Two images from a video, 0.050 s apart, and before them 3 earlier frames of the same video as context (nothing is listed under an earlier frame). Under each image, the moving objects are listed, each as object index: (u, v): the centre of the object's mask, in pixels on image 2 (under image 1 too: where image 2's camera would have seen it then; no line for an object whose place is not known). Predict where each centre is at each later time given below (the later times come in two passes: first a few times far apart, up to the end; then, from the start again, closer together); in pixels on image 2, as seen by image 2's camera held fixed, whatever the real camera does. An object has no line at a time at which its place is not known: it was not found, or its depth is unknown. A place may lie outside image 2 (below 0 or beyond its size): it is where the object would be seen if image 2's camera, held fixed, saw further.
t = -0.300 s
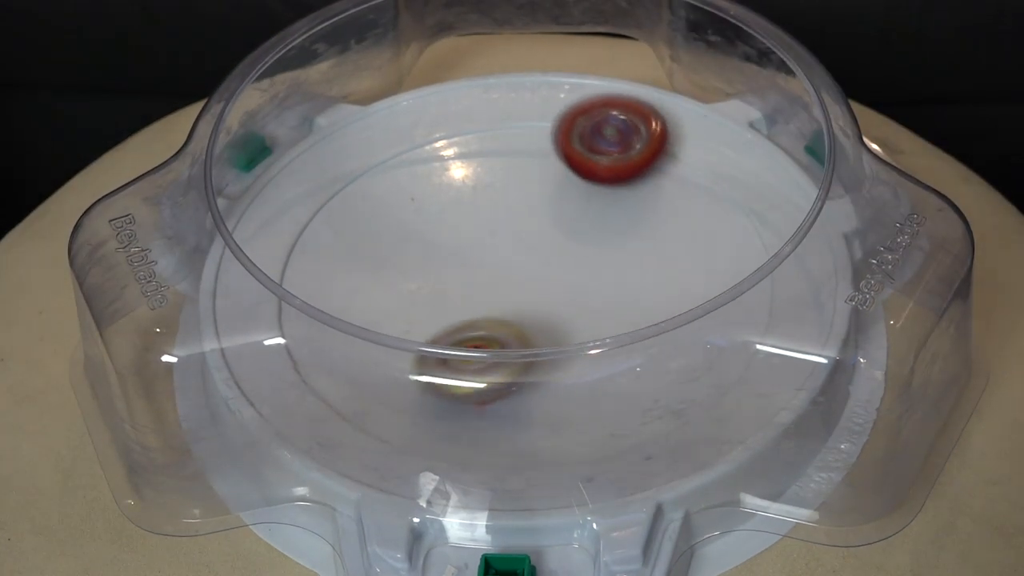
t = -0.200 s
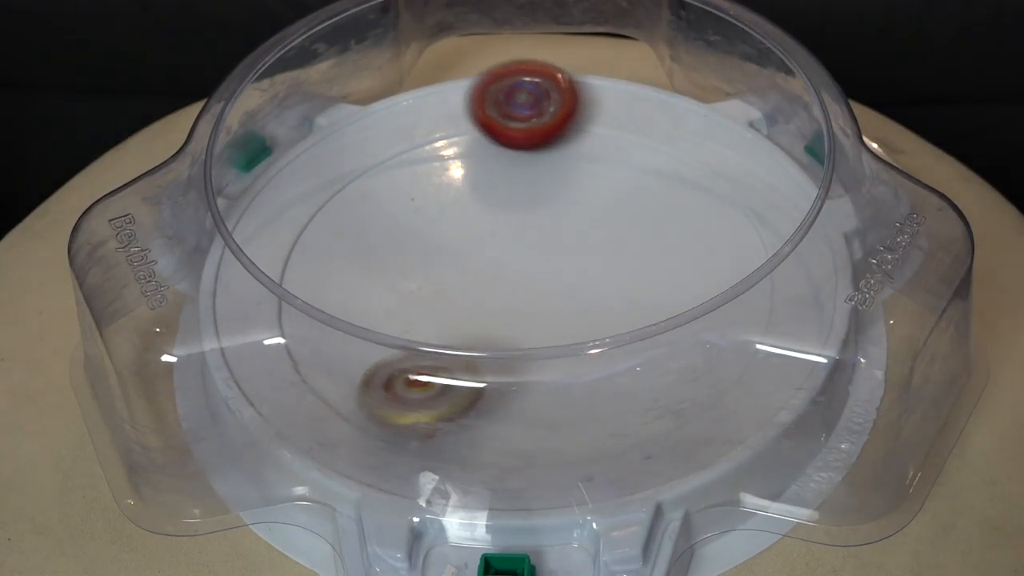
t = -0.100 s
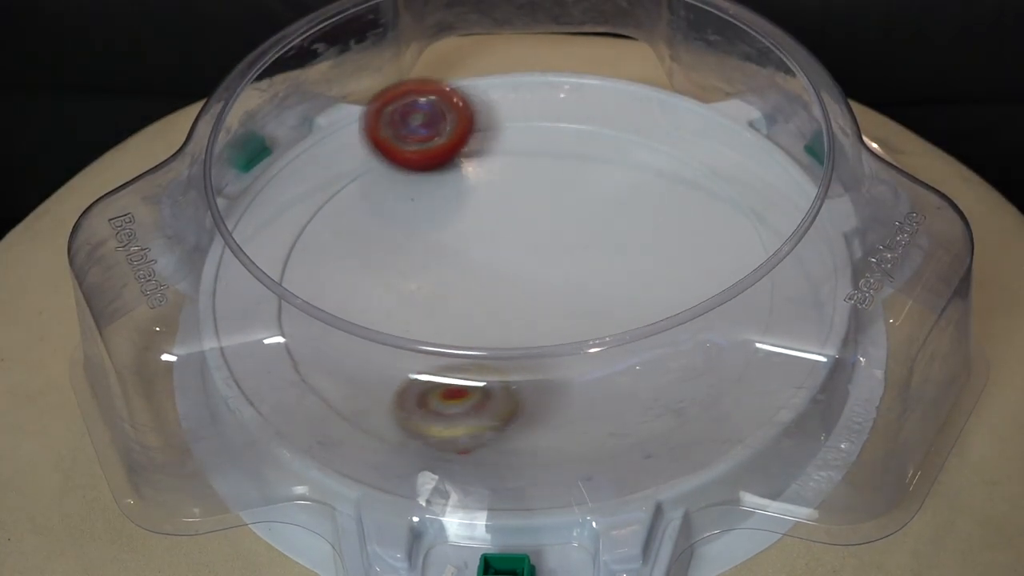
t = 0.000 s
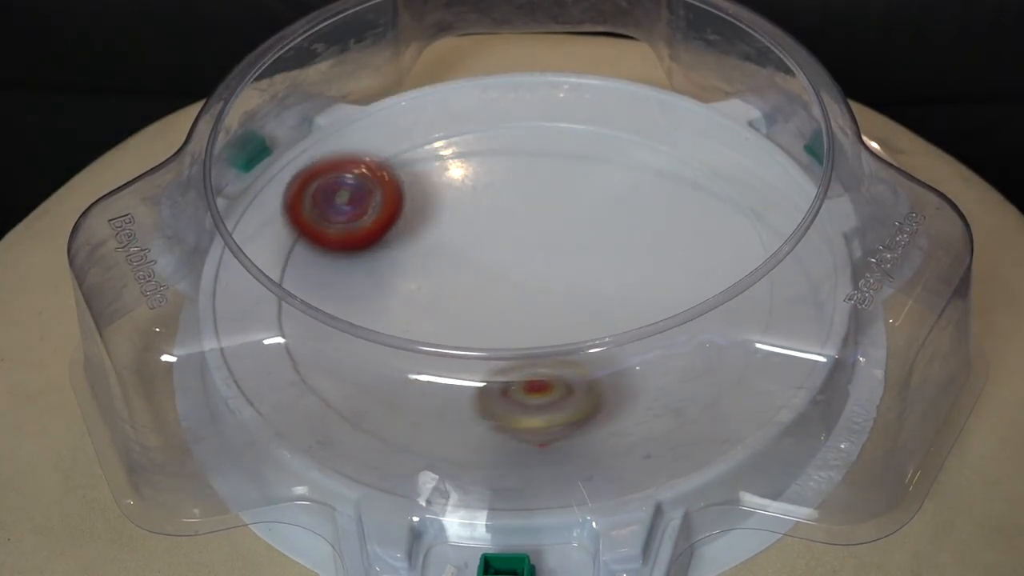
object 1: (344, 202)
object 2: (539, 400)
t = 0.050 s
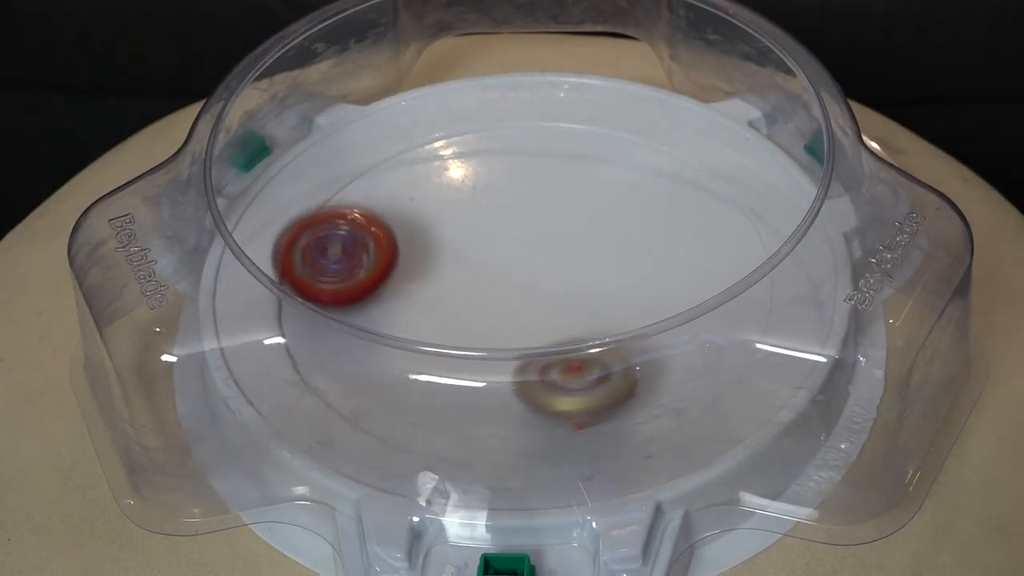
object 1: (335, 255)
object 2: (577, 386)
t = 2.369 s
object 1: (661, 270)
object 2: (591, 400)
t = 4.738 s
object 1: (451, 302)
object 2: (316, 217)
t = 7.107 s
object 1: (520, 251)
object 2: (670, 222)
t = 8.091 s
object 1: (617, 147)
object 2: (564, 354)
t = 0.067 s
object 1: (341, 270)
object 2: (586, 380)
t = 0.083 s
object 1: (345, 292)
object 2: (589, 361)
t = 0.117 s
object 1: (369, 327)
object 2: (591, 337)
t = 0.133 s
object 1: (385, 343)
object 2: (584, 317)
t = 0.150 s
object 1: (405, 358)
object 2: (580, 311)
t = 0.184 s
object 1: (451, 392)
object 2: (565, 292)
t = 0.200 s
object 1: (479, 399)
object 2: (554, 280)
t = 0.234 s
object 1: (540, 398)
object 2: (523, 258)
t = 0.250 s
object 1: (572, 402)
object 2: (508, 248)
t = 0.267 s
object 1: (601, 398)
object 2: (489, 238)
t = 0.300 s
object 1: (662, 383)
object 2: (448, 224)
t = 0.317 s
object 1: (688, 372)
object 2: (428, 218)
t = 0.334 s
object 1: (713, 358)
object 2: (406, 212)
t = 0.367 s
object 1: (749, 321)
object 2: (362, 207)
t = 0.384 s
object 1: (762, 301)
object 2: (340, 205)
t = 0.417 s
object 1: (782, 261)
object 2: (301, 208)
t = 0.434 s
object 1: (788, 240)
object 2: (291, 212)
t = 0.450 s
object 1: (792, 221)
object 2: (285, 219)
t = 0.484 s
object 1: (774, 183)
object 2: (278, 243)
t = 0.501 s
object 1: (768, 168)
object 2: (272, 255)
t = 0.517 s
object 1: (755, 153)
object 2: (267, 266)
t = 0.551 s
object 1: (725, 125)
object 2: (253, 293)
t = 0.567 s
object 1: (707, 113)
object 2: (244, 306)
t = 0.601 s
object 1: (671, 95)
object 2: (236, 332)
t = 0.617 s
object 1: (651, 88)
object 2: (248, 340)
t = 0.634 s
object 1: (631, 83)
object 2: (264, 353)
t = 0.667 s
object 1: (587, 76)
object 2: (293, 380)
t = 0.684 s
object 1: (566, 75)
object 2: (306, 390)
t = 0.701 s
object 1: (543, 74)
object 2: (321, 399)
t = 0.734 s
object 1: (497, 77)
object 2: (362, 401)
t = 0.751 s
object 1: (474, 80)
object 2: (382, 399)
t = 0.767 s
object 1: (452, 84)
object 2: (406, 396)
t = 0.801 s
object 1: (409, 97)
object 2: (458, 392)
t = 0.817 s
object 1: (389, 106)
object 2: (485, 377)
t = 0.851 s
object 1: (352, 126)
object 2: (534, 346)
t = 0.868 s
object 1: (335, 138)
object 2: (547, 322)
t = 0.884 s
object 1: (320, 150)
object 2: (561, 311)
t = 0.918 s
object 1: (295, 178)
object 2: (588, 275)
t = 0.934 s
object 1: (286, 192)
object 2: (594, 257)
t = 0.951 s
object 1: (279, 207)
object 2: (598, 237)
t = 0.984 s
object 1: (271, 237)
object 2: (597, 202)
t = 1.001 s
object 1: (269, 254)
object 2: (593, 182)
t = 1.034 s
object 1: (277, 288)
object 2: (575, 148)
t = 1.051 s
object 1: (287, 307)
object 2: (565, 130)
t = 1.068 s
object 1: (300, 325)
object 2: (552, 116)
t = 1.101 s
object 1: (336, 361)
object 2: (520, 91)
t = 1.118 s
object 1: (356, 375)
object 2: (500, 86)
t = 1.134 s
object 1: (379, 391)
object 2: (481, 85)
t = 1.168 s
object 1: (433, 406)
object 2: (441, 92)
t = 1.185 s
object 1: (459, 411)
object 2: (420, 91)
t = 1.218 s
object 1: (517, 416)
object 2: (381, 97)
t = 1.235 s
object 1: (544, 415)
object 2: (367, 111)
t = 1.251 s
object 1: (575, 412)
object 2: (348, 120)
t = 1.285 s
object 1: (626, 399)
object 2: (316, 139)
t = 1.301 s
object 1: (652, 387)
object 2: (302, 151)
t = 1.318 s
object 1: (672, 379)
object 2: (289, 164)
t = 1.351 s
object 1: (711, 354)
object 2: (272, 199)
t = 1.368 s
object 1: (728, 341)
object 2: (270, 214)
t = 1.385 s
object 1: (734, 320)
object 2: (266, 236)
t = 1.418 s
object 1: (749, 289)
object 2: (275, 272)
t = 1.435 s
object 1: (748, 267)
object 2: (286, 293)
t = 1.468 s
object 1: (738, 232)
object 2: (320, 331)
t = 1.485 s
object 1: (740, 220)
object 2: (344, 348)
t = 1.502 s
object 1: (734, 206)
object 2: (370, 362)
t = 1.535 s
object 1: (714, 180)
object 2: (432, 385)
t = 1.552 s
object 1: (701, 169)
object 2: (474, 391)
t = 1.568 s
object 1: (687, 158)
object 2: (508, 395)
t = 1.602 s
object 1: (655, 141)
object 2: (587, 380)
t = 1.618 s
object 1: (638, 134)
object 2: (614, 380)
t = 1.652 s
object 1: (601, 126)
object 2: (669, 344)
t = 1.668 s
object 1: (582, 124)
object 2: (693, 330)
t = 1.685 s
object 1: (562, 123)
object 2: (712, 312)
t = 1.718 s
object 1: (524, 125)
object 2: (742, 271)
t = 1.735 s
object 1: (505, 129)
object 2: (751, 250)
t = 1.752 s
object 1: (487, 134)
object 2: (756, 229)
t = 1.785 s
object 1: (452, 147)
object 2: (750, 190)
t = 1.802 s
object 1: (436, 156)
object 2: (734, 173)
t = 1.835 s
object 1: (408, 175)
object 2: (703, 145)
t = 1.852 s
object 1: (396, 187)
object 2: (682, 133)
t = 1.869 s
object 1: (385, 198)
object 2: (656, 125)
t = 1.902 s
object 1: (366, 223)
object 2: (602, 107)
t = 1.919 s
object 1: (359, 237)
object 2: (573, 105)
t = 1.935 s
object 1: (356, 249)
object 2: (545, 104)
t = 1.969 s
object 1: (356, 275)
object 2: (485, 108)
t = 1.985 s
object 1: (361, 284)
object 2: (456, 116)
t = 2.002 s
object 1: (370, 292)
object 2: (430, 123)
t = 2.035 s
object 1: (382, 322)
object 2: (378, 143)
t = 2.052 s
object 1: (394, 334)
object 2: (358, 152)
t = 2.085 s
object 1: (422, 354)
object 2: (324, 181)
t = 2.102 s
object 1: (439, 362)
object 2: (312, 198)
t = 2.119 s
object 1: (457, 366)
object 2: (303, 217)
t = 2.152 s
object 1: (494, 373)
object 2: (296, 255)
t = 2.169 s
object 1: (513, 372)
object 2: (299, 275)
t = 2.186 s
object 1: (533, 370)
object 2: (307, 296)
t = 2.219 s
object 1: (567, 361)
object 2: (331, 332)
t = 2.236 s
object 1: (584, 355)
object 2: (350, 350)
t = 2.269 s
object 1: (612, 337)
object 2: (401, 376)
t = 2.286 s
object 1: (623, 326)
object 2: (428, 389)
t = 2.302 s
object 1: (634, 315)
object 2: (460, 401)
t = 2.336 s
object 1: (648, 288)
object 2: (523, 404)
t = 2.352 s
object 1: (656, 280)
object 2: (559, 402)
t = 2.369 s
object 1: (661, 270)
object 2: (591, 400)
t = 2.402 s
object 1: (662, 249)
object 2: (656, 380)
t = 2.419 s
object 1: (660, 239)
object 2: (683, 370)
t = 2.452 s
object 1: (651, 220)
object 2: (727, 338)
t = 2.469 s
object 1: (643, 211)
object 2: (747, 317)
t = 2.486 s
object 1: (633, 202)
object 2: (759, 299)
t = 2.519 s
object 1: (613, 189)
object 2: (762, 256)
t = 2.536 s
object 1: (602, 183)
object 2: (760, 239)
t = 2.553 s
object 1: (590, 180)
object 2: (751, 217)
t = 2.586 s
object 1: (562, 174)
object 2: (736, 185)
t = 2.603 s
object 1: (548, 173)
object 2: (721, 168)
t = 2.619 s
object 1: (534, 172)
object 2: (703, 151)
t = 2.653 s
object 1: (508, 176)
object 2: (655, 127)
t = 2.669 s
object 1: (496, 179)
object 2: (632, 118)
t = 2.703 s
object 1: (475, 188)
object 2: (583, 106)
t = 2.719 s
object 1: (466, 194)
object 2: (558, 104)
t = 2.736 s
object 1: (457, 200)
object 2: (535, 103)
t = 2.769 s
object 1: (445, 215)
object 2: (486, 108)
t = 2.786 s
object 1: (438, 223)
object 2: (461, 114)
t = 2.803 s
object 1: (432, 231)
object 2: (436, 122)
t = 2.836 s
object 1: (425, 247)
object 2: (393, 141)
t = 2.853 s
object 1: (423, 256)
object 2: (378, 153)
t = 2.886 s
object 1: (421, 270)
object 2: (350, 183)
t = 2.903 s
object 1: (422, 278)
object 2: (340, 201)
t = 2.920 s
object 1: (424, 285)
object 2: (334, 218)
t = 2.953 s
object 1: (443, 300)
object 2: (316, 244)
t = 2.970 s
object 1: (459, 308)
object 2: (305, 250)
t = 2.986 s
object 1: (475, 313)
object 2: (289, 263)
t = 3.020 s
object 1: (506, 332)
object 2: (281, 289)
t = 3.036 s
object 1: (521, 335)
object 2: (293, 302)
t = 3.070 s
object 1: (551, 340)
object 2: (319, 335)
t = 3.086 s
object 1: (565, 339)
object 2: (334, 350)
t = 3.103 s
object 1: (580, 339)
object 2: (349, 366)
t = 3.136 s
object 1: (604, 335)
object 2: (391, 392)
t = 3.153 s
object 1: (615, 330)
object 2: (416, 399)
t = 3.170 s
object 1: (625, 325)
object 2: (443, 407)
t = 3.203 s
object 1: (640, 313)
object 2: (499, 412)
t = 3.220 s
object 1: (646, 307)
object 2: (525, 412)
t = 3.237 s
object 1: (650, 299)
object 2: (556, 406)
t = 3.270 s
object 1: (652, 283)
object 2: (606, 395)
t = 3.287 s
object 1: (653, 278)
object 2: (633, 383)
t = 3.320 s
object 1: (650, 264)
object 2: (675, 356)
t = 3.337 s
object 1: (646, 255)
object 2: (690, 340)
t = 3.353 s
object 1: (641, 248)
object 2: (703, 322)
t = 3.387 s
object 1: (629, 232)
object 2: (717, 286)
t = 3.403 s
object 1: (622, 225)
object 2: (711, 264)
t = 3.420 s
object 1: (614, 218)
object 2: (717, 249)
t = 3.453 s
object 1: (594, 207)
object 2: (712, 219)
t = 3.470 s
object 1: (582, 203)
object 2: (704, 203)
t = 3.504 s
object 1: (557, 198)
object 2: (681, 174)
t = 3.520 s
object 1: (544, 196)
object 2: (667, 161)
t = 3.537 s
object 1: (531, 195)
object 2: (650, 149)
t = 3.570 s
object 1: (506, 196)
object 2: (612, 130)
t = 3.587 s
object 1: (494, 199)
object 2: (592, 122)
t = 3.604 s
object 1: (483, 202)
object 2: (571, 117)
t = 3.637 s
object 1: (462, 211)
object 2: (527, 111)
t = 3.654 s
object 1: (453, 216)
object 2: (504, 110)
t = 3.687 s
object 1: (437, 228)
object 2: (458, 114)
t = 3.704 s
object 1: (431, 234)
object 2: (436, 117)
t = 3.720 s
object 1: (426, 242)
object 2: (415, 123)
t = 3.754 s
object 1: (420, 259)
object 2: (375, 138)
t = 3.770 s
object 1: (419, 268)
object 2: (357, 146)
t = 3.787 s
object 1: (419, 276)
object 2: (341, 159)
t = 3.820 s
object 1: (425, 292)
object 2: (313, 190)
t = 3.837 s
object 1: (431, 298)
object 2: (304, 207)
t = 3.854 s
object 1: (438, 303)
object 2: (295, 225)
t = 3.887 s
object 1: (456, 311)
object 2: (288, 261)
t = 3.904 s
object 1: (465, 315)
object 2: (289, 282)
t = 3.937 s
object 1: (486, 331)
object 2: (303, 319)
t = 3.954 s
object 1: (498, 333)
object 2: (314, 335)
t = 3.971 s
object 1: (509, 334)
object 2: (328, 350)
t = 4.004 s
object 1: (535, 332)
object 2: (362, 382)
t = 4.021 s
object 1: (548, 329)
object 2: (389, 392)
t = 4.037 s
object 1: (561, 325)
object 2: (415, 399)
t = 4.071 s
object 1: (580, 309)
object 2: (475, 406)
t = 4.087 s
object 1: (589, 305)
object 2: (505, 408)
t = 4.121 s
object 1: (604, 296)
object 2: (560, 403)
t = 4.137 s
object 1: (610, 290)
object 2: (590, 395)
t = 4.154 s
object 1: (616, 283)
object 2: (612, 388)
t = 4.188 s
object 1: (622, 267)
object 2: (663, 360)
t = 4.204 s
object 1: (622, 260)
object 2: (681, 344)
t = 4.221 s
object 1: (620, 252)
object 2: (697, 327)
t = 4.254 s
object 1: (613, 237)
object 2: (719, 290)
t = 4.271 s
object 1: (608, 230)
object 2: (724, 270)
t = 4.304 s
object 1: (594, 217)
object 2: (728, 234)
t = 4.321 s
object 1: (586, 212)
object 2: (728, 219)
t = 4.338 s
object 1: (577, 208)
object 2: (722, 203)
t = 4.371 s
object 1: (556, 202)
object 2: (702, 172)
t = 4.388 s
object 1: (545, 199)
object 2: (691, 159)
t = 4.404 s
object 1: (533, 198)
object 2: (677, 146)
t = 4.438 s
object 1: (512, 198)
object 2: (644, 125)
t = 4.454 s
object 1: (502, 200)
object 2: (625, 117)
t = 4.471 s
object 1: (492, 203)
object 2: (606, 110)
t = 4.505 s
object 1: (472, 210)
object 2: (563, 100)
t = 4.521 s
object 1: (463, 215)
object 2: (542, 98)
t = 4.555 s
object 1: (447, 225)
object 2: (497, 104)
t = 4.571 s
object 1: (441, 232)
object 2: (474, 108)
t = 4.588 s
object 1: (436, 239)
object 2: (450, 112)
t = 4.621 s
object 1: (428, 255)
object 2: (408, 125)
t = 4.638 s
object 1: (426, 263)
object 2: (388, 135)
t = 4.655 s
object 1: (426, 271)
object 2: (371, 144)
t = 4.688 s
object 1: (431, 285)
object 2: (342, 169)
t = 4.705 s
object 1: (436, 292)
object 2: (331, 183)
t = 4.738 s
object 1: (451, 302)
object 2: (316, 217)
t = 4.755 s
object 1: (458, 305)
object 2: (312, 235)
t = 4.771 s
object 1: (467, 308)
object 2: (313, 252)
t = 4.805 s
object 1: (485, 312)
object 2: (330, 279)
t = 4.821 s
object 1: (496, 313)
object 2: (332, 303)
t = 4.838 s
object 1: (508, 314)
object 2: (343, 320)
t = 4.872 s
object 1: (530, 313)
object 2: (374, 350)
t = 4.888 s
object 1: (541, 312)
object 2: (391, 363)
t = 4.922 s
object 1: (561, 308)
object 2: (445, 382)
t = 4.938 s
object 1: (571, 305)
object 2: (471, 393)
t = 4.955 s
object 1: (580, 301)
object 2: (497, 394)
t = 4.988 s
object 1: (595, 292)
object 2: (551, 392)
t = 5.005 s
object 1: (601, 287)
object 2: (575, 383)
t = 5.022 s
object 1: (604, 281)
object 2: (597, 377)
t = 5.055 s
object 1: (608, 266)
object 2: (650, 356)
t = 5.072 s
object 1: (608, 259)
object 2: (667, 346)
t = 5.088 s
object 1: (607, 251)
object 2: (680, 332)
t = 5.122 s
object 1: (602, 237)
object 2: (708, 299)
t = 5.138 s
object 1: (597, 230)
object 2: (716, 286)
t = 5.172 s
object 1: (585, 219)
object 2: (723, 248)
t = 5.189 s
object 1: (577, 214)
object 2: (727, 236)
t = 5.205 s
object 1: (569, 210)
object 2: (728, 223)
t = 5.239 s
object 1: (552, 204)
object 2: (715, 195)
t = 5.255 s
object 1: (542, 203)
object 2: (707, 181)
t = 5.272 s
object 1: (533, 202)
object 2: (695, 168)
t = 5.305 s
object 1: (515, 204)
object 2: (667, 147)
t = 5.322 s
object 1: (507, 206)
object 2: (652, 139)
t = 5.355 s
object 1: (493, 213)
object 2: (618, 126)
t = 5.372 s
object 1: (485, 217)
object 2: (598, 122)
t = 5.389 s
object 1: (478, 222)
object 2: (577, 120)
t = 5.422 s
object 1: (465, 233)
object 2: (537, 120)
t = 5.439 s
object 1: (460, 239)
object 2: (517, 123)
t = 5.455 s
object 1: (457, 244)
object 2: (497, 127)
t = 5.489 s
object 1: (454, 256)
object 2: (456, 139)
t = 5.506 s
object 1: (453, 263)
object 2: (436, 148)
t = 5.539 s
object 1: (455, 274)
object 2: (403, 170)
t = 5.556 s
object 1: (458, 278)
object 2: (390, 181)
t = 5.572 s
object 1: (462, 283)
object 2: (378, 194)
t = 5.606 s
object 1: (474, 292)
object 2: (360, 222)
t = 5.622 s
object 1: (481, 296)
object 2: (355, 237)
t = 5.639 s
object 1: (488, 299)
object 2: (352, 251)
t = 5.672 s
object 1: (502, 302)
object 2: (357, 280)
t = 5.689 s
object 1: (509, 302)
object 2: (361, 294)
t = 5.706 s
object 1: (518, 303)
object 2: (367, 308)
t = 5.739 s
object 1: (535, 302)
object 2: (389, 334)
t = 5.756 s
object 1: (543, 302)
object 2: (405, 346)
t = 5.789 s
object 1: (557, 298)
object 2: (438, 365)
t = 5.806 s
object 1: (564, 295)
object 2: (459, 372)
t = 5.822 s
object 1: (571, 292)
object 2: (478, 387)
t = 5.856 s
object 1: (582, 283)
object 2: (526, 391)
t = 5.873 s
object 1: (585, 278)
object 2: (552, 388)
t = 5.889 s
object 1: (587, 273)
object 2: (571, 377)
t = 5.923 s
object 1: (591, 262)
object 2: (613, 375)
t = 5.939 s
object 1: (591, 256)
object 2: (636, 356)
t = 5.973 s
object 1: (588, 245)
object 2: (662, 336)
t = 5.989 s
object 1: (585, 240)
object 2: (675, 321)
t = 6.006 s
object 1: (581, 236)
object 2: (685, 309)
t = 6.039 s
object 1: (570, 229)
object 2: (689, 276)
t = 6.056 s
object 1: (564, 227)
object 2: (695, 267)
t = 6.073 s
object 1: (558, 226)
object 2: (698, 257)
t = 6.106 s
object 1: (547, 226)
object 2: (694, 236)
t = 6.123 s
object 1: (541, 227)
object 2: (687, 225)
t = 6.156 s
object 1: (530, 230)
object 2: (668, 207)
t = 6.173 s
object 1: (525, 231)
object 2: (656, 199)
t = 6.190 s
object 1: (521, 233)
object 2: (645, 191)
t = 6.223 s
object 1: (514, 237)
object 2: (617, 179)
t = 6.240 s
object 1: (512, 239)
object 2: (605, 175)
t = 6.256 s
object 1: (510, 242)
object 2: (588, 171)
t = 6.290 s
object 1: (507, 247)
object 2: (560, 168)
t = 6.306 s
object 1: (505, 251)
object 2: (546, 167)
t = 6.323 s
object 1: (504, 254)
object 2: (532, 167)
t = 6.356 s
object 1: (504, 259)
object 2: (504, 170)
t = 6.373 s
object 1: (504, 262)
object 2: (485, 173)
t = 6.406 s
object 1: (506, 267)
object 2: (459, 183)
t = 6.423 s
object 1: (508, 268)
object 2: (448, 188)
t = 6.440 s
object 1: (509, 269)
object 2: (435, 195)
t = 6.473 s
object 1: (514, 270)
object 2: (415, 211)
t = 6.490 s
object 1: (516, 270)
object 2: (407, 219)
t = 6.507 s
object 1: (518, 270)
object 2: (399, 228)
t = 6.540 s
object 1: (521, 270)
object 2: (388, 249)
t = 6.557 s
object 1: (523, 269)
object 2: (386, 260)
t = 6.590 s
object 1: (527, 267)
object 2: (387, 281)
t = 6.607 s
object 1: (528, 266)
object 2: (391, 291)
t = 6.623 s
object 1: (529, 266)
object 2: (398, 299)
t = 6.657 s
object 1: (532, 264)
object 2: (416, 311)
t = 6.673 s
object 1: (533, 263)
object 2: (425, 324)
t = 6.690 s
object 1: (535, 262)
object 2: (435, 333)
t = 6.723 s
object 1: (538, 260)
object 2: (465, 346)
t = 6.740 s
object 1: (539, 259)
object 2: (481, 350)
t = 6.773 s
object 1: (541, 258)
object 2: (514, 348)
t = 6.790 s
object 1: (542, 257)
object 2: (529, 348)
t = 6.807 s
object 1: (544, 257)
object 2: (547, 347)
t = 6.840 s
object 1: (545, 256)
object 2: (574, 343)
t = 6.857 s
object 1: (545, 256)
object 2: (589, 336)
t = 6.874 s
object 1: (546, 256)
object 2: (597, 327)
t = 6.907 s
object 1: (544, 255)
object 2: (624, 321)
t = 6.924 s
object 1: (542, 253)
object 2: (634, 311)
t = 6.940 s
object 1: (539, 252)
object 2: (640, 299)
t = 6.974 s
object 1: (535, 250)
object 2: (658, 288)
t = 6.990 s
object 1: (533, 250)
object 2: (664, 282)
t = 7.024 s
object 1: (528, 249)
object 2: (676, 267)
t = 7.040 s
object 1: (526, 249)
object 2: (680, 259)
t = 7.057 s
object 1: (525, 250)
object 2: (679, 249)
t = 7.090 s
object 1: (522, 250)
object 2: (675, 232)
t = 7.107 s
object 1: (520, 251)
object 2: (670, 222)
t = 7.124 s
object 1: (519, 252)
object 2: (665, 213)
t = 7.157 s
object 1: (517, 253)
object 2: (647, 200)
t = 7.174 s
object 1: (516, 254)
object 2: (637, 194)
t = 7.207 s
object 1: (514, 256)
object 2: (611, 185)
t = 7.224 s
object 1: (514, 257)
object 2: (599, 182)
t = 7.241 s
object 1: (514, 257)
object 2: (585, 180)
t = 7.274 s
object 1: (514, 259)
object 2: (558, 179)
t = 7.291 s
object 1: (512, 263)
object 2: (545, 177)
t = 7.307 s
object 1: (511, 265)
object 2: (532, 176)
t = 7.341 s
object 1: (509, 271)
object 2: (506, 179)
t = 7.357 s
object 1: (508, 273)
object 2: (494, 181)
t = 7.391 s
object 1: (507, 277)
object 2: (470, 190)
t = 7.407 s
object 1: (507, 278)
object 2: (461, 195)
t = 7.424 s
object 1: (506, 279)
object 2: (450, 201)
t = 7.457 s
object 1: (507, 281)
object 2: (433, 213)
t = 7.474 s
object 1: (513, 285)
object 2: (420, 216)
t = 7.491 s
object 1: (518, 290)
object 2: (408, 217)
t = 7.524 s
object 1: (528, 296)
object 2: (391, 223)
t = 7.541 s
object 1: (534, 297)
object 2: (383, 228)
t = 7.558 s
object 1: (538, 296)
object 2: (376, 235)
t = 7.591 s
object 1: (546, 295)
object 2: (367, 249)
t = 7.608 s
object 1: (550, 293)
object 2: (364, 257)
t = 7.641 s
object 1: (557, 288)
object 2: (363, 273)
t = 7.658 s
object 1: (561, 285)
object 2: (365, 282)
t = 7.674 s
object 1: (566, 282)
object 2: (372, 290)
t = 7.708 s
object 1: (574, 276)
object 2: (387, 302)
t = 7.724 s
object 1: (577, 273)
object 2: (392, 315)
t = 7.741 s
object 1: (579, 271)
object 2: (404, 322)
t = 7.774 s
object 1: (581, 267)
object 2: (428, 331)
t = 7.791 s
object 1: (581, 266)
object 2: (446, 334)
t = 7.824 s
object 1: (580, 264)
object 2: (476, 336)
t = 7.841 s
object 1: (580, 263)
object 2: (492, 335)
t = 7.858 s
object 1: (580, 262)
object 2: (507, 334)
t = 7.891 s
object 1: (587, 252)
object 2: (524, 335)
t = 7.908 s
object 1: (591, 248)
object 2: (532, 321)
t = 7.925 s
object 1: (593, 244)
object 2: (540, 320)
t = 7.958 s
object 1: (595, 236)
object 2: (558, 315)
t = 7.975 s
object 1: (601, 223)
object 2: (556, 318)
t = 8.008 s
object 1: (612, 196)
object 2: (554, 335)
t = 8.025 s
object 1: (615, 183)
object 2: (555, 343)
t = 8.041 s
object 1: (617, 172)
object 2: (555, 345)
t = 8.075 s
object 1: (619, 154)
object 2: (560, 345)
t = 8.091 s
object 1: (617, 147)
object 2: (564, 354)
